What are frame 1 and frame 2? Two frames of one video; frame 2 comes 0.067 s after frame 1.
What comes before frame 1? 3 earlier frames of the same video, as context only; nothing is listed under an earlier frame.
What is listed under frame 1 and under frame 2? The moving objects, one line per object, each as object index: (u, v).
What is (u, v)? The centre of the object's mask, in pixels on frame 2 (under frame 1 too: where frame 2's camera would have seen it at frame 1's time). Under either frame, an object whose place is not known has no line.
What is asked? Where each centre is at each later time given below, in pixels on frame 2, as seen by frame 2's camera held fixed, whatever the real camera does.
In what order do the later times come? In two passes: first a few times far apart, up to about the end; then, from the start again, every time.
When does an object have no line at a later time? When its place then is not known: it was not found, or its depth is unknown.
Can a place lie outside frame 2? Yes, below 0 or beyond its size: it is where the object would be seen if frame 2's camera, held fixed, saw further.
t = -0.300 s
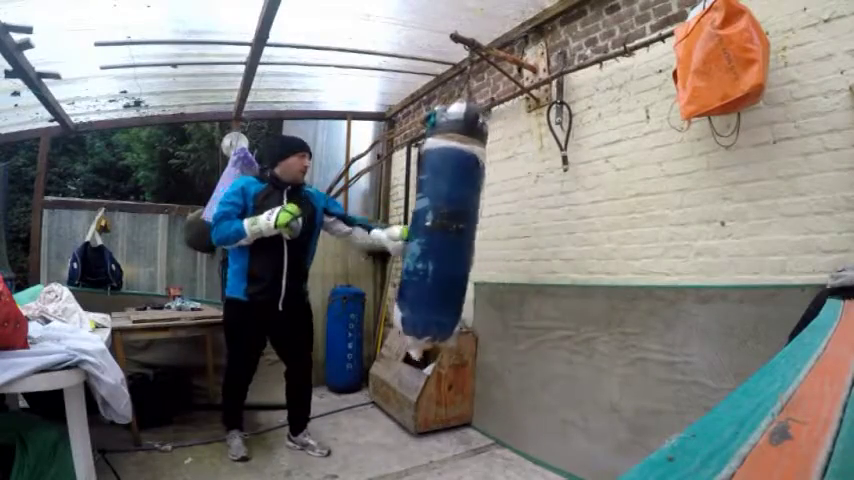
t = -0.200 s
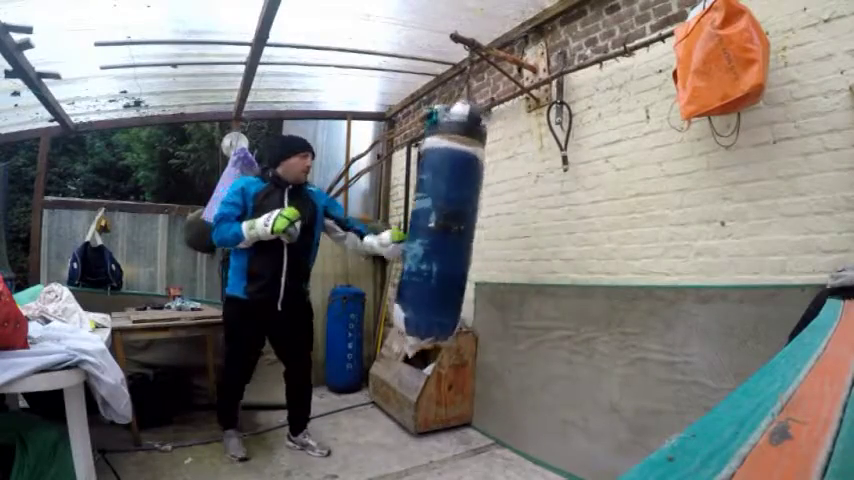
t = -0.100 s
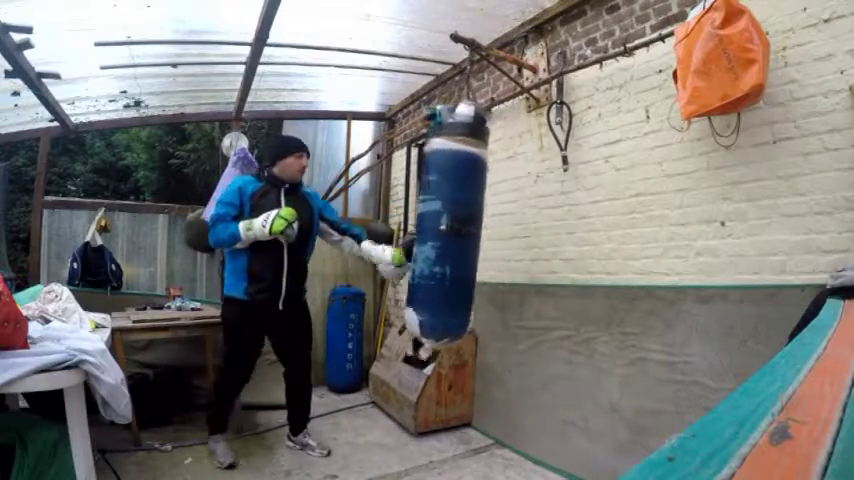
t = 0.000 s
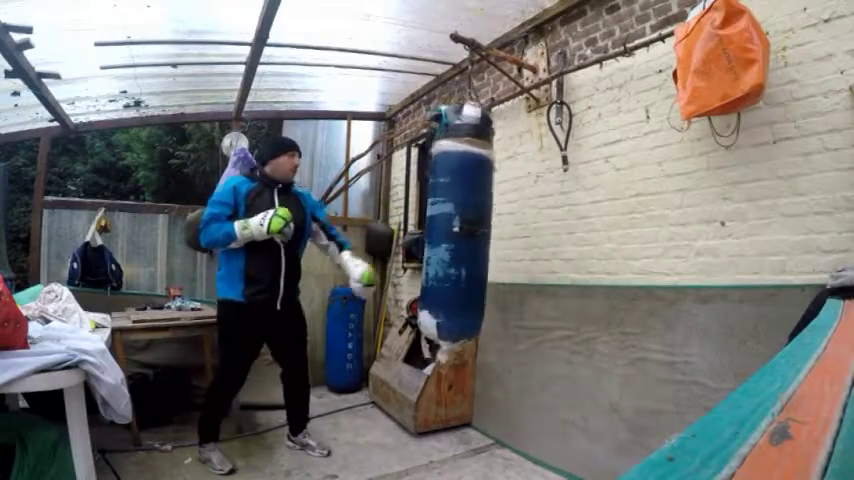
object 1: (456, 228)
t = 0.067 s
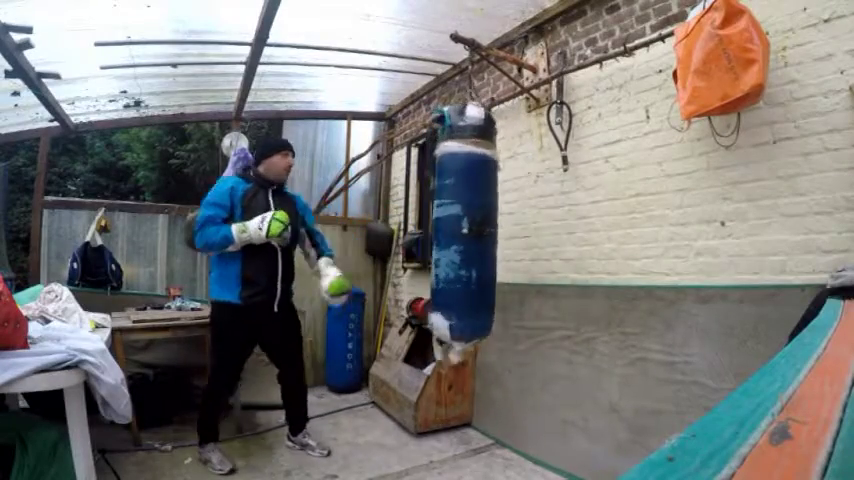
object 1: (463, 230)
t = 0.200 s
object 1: (478, 229)
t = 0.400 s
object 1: (495, 224)
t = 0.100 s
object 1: (467, 231)
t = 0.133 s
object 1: (471, 230)
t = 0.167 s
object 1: (475, 229)
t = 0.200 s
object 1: (478, 229)
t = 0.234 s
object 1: (481, 229)
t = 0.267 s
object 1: (485, 229)
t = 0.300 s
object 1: (488, 228)
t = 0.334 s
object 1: (490, 228)
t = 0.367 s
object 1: (493, 228)
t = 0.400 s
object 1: (495, 224)
